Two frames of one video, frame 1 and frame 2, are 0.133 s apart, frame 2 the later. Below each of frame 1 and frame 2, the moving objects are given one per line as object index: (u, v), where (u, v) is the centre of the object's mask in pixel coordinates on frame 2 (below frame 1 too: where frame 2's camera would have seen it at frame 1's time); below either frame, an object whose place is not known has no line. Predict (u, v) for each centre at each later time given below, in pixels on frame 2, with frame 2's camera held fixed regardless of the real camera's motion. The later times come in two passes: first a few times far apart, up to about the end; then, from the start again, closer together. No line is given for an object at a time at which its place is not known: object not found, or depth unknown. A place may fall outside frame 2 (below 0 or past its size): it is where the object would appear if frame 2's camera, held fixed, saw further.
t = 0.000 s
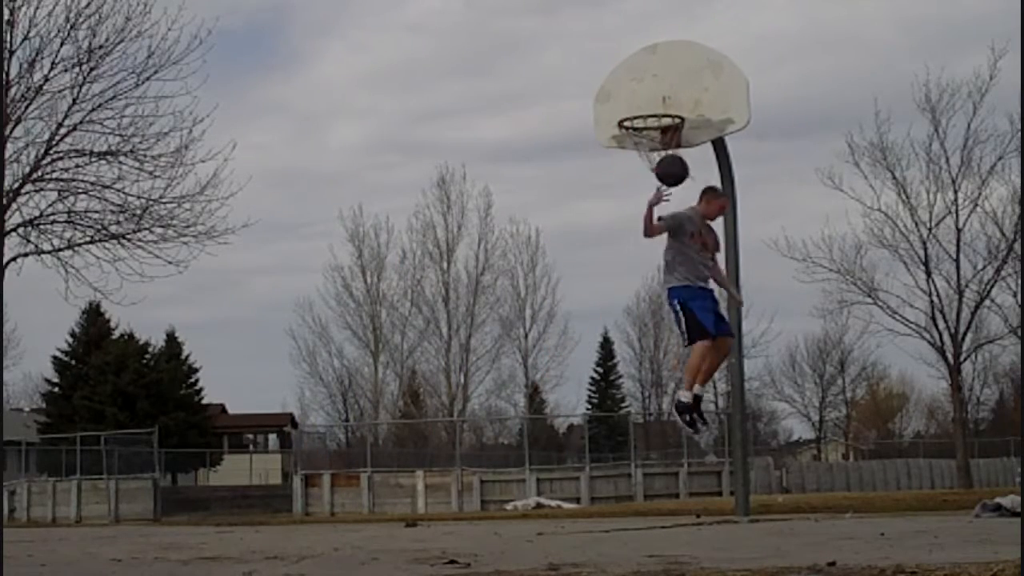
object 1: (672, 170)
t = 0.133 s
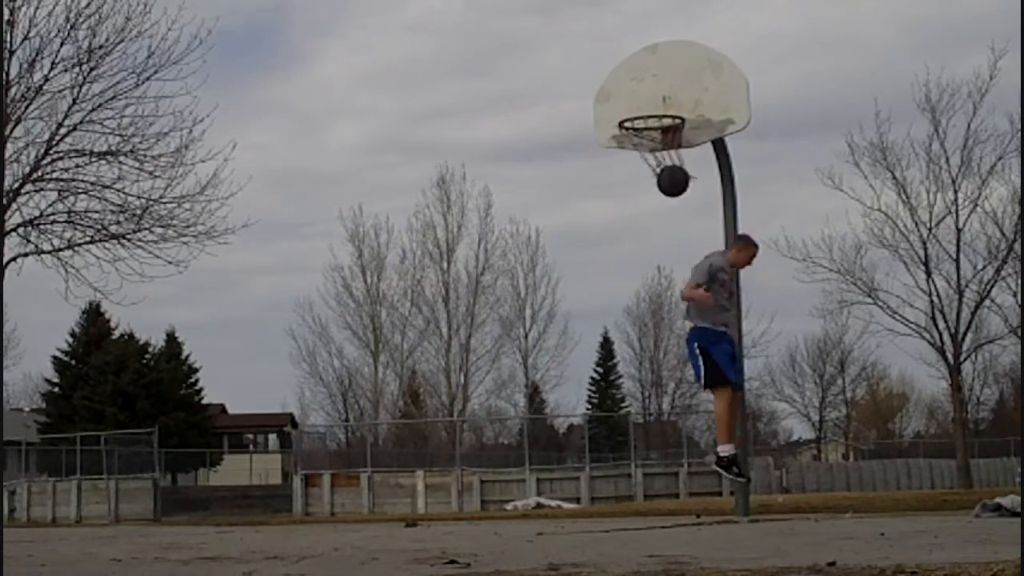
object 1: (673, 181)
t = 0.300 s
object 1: (671, 224)
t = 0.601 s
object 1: (671, 400)
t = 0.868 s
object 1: (668, 413)
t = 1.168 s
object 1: (662, 304)
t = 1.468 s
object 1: (661, 319)
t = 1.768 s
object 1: (665, 463)
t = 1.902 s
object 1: (667, 472)
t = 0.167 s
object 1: (673, 186)
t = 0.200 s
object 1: (672, 193)
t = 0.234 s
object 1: (671, 202)
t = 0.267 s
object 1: (671, 212)
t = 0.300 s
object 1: (671, 224)
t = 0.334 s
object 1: (671, 237)
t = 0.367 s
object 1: (671, 252)
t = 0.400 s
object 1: (670, 268)
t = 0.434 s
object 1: (670, 286)
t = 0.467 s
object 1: (670, 306)
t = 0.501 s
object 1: (670, 327)
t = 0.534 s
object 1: (671, 350)
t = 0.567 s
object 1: (671, 374)
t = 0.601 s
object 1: (671, 400)
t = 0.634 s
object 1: (671, 428)
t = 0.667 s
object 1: (673, 460)
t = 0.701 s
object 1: (673, 489)
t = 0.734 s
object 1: (673, 501)
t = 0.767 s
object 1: (672, 477)
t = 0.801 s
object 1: (671, 455)
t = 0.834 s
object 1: (669, 433)
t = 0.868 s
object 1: (668, 413)
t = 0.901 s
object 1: (667, 394)
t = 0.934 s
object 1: (667, 378)
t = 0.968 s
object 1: (666, 363)
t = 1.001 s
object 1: (665, 349)
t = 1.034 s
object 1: (664, 337)
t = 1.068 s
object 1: (664, 327)
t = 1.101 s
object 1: (663, 318)
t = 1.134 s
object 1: (663, 310)
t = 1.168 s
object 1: (662, 304)
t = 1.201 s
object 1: (662, 300)
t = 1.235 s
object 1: (661, 297)
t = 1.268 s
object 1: (661, 296)
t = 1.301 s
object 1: (661, 295)
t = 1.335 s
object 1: (661, 297)
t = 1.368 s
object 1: (661, 300)
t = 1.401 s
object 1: (661, 305)
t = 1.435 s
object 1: (661, 311)
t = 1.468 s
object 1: (661, 319)
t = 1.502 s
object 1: (661, 328)
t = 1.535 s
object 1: (661, 339)
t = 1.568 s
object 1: (661, 351)
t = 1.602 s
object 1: (662, 366)
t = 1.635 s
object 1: (662, 381)
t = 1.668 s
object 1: (663, 399)
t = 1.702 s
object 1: (663, 417)
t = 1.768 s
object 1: (665, 463)
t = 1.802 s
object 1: (666, 482)
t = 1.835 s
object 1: (665, 505)
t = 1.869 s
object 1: (666, 488)
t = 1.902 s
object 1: (667, 472)
